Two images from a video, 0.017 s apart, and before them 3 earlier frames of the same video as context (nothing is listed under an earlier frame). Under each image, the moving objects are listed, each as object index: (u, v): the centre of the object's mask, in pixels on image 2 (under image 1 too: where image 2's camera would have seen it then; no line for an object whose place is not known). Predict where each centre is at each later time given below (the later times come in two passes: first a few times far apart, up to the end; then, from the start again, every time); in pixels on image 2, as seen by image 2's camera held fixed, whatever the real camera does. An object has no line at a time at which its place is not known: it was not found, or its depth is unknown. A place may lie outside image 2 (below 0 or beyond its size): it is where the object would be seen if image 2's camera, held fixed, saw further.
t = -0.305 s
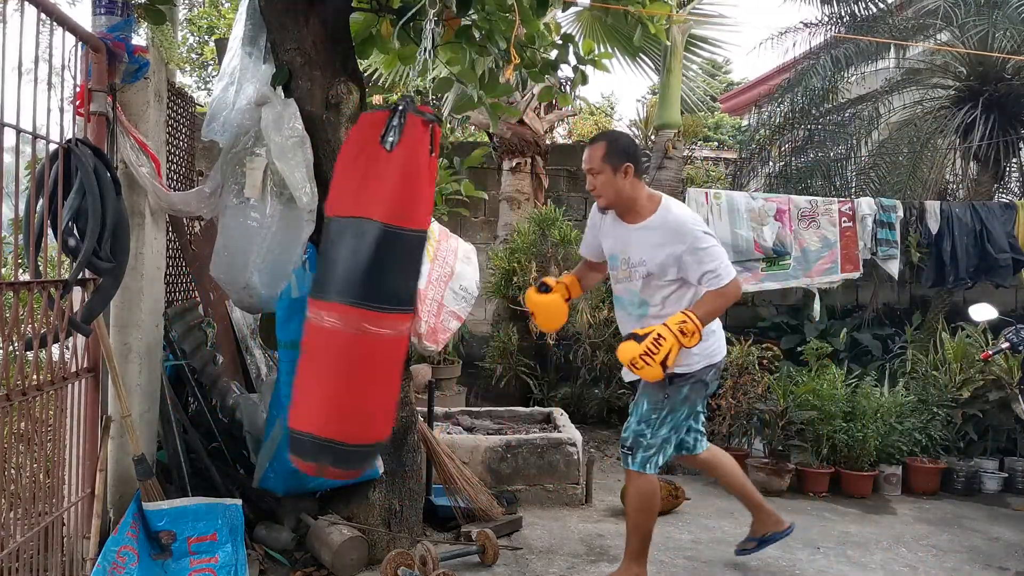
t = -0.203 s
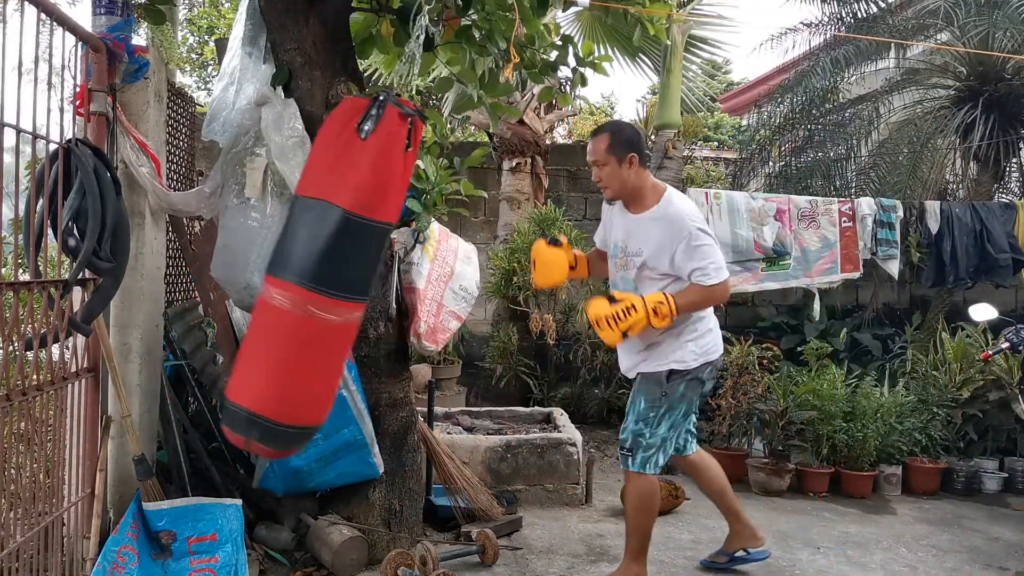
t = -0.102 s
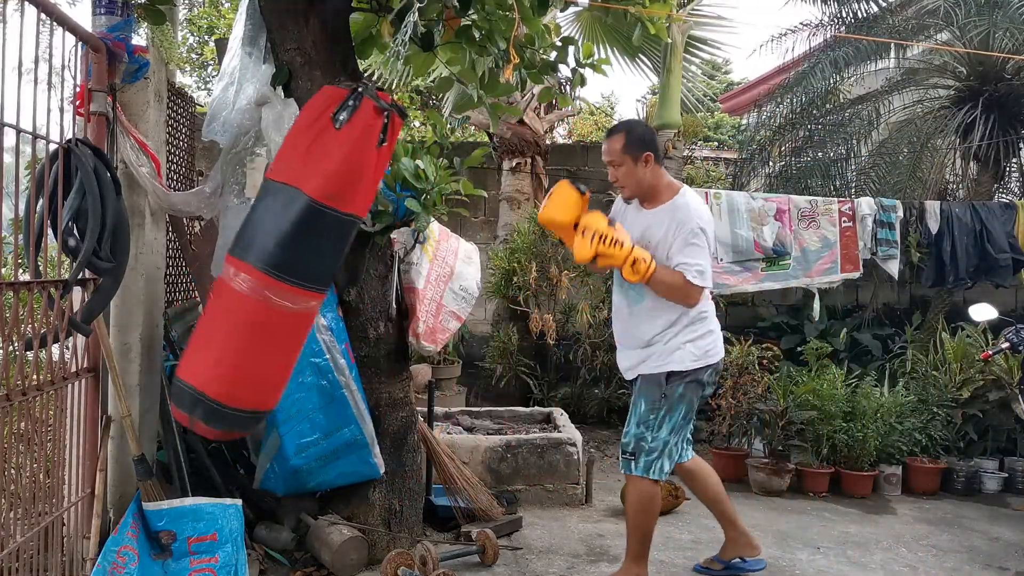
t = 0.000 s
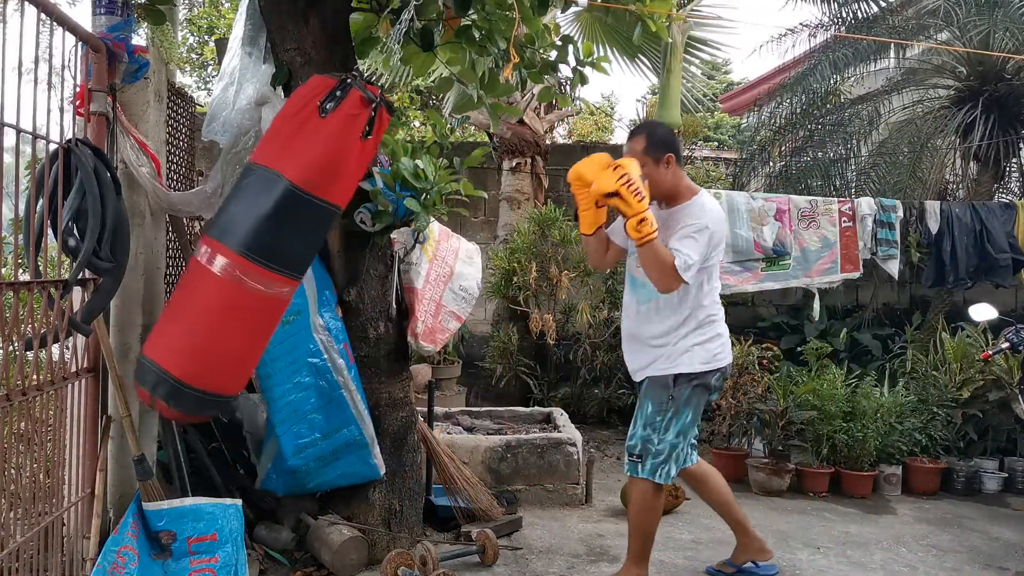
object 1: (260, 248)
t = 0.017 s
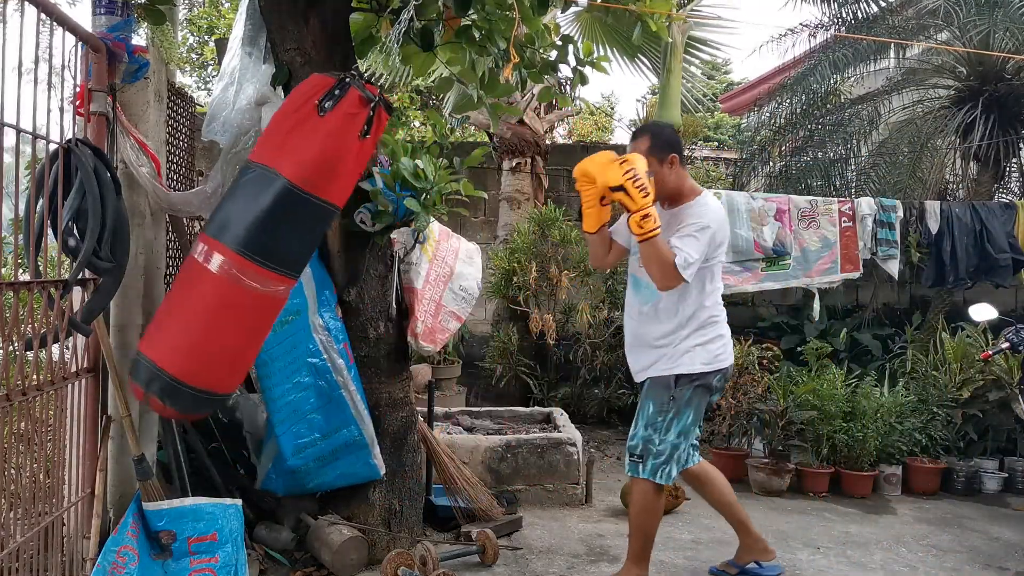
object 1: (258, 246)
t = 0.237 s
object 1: (260, 252)
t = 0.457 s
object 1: (323, 285)
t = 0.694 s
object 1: (441, 305)
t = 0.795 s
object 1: (494, 301)
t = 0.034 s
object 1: (255, 245)
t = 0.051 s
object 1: (253, 244)
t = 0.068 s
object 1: (252, 243)
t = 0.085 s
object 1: (251, 242)
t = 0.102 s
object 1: (250, 242)
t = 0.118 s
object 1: (249, 242)
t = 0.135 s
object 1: (250, 242)
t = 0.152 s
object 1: (250, 242)
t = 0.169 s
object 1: (251, 244)
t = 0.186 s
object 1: (253, 245)
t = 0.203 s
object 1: (255, 247)
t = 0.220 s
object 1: (258, 249)
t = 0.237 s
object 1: (260, 252)
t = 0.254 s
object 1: (263, 255)
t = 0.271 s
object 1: (266, 257)
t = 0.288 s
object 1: (270, 260)
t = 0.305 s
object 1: (274, 261)
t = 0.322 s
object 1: (279, 263)
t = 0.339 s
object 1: (283, 266)
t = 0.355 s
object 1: (288, 268)
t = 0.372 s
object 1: (293, 270)
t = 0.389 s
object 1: (298, 273)
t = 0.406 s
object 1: (304, 276)
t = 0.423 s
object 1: (310, 279)
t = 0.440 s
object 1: (316, 282)
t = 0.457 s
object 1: (323, 285)
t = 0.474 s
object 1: (330, 287)
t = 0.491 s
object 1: (338, 290)
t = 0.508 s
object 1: (345, 293)
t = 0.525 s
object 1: (353, 295)
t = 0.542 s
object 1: (362, 296)
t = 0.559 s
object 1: (371, 297)
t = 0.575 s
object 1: (379, 299)
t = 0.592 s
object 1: (387, 300)
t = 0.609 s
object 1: (396, 301)
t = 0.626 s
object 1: (405, 302)
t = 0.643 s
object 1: (414, 303)
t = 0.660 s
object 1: (423, 304)
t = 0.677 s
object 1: (432, 304)
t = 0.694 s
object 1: (441, 305)
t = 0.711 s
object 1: (450, 304)
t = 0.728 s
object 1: (459, 304)
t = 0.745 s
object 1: (467, 302)
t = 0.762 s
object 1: (477, 302)
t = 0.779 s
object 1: (486, 302)
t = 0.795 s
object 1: (494, 301)
